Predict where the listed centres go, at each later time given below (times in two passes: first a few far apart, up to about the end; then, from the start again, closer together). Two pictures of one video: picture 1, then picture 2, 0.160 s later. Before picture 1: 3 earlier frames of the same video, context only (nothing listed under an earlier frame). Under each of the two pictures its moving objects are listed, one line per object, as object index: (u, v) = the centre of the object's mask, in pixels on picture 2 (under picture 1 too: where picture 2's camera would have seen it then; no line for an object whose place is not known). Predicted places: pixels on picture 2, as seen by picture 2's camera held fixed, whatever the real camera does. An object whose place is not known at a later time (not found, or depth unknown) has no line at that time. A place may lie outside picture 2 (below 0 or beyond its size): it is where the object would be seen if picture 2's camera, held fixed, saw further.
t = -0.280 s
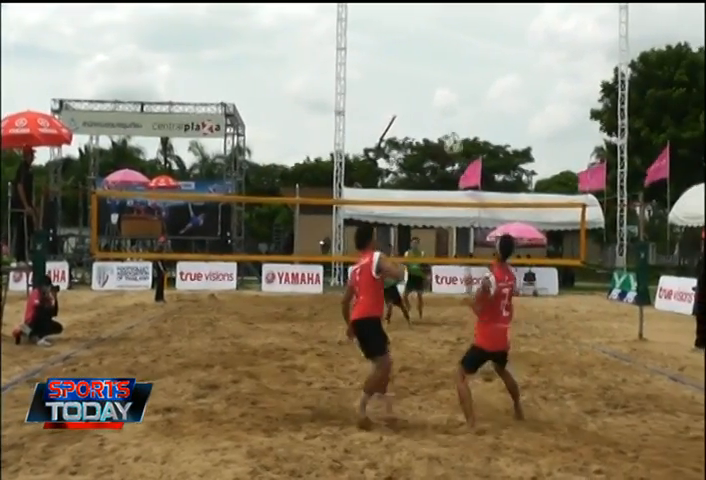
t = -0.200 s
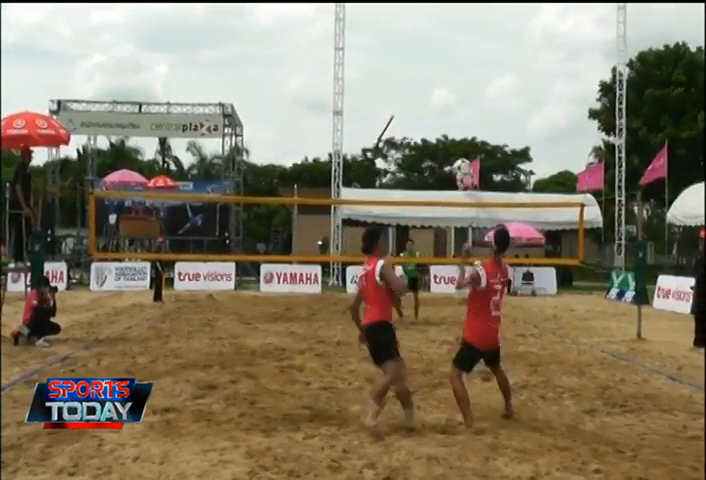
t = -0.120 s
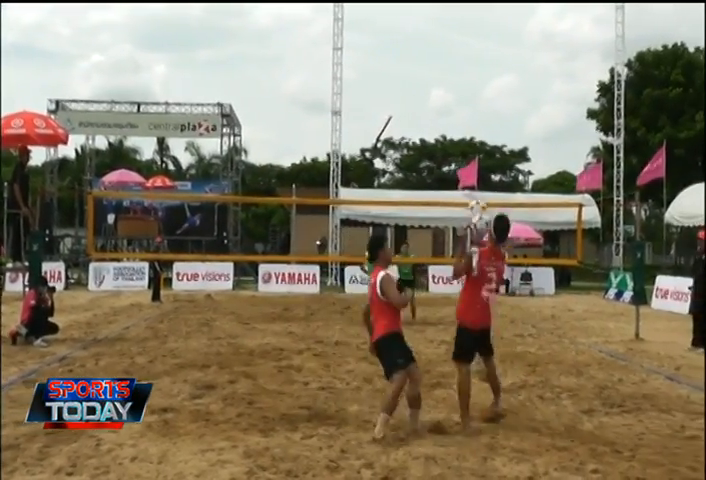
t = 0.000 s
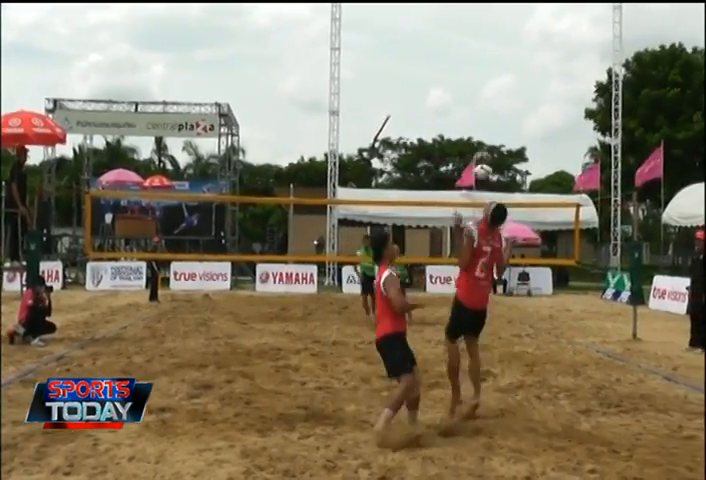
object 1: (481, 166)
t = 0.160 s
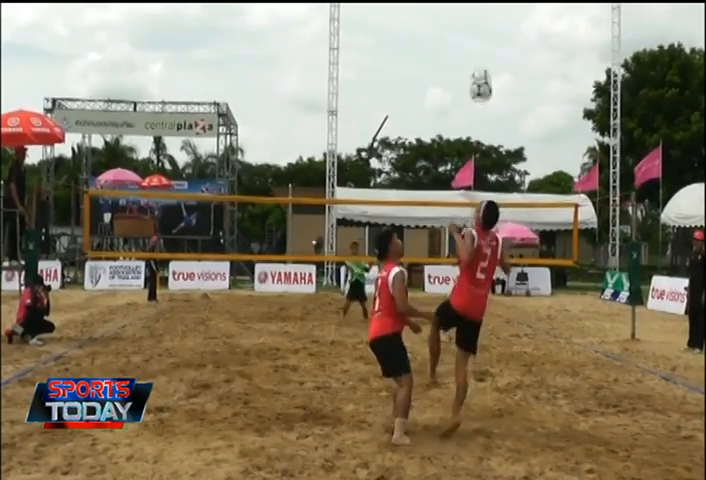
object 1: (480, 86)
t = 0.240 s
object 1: (481, 53)
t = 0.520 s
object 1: (480, 10)
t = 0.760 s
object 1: (480, 39)
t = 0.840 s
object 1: (480, 66)
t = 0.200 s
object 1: (480, 72)
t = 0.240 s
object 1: (481, 53)
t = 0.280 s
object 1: (480, 43)
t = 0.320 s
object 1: (481, 33)
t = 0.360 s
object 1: (480, 22)
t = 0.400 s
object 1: (480, 16)
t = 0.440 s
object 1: (480, 12)
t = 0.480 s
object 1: (480, 10)
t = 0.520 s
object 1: (480, 10)
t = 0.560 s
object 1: (480, 10)
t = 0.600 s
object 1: (480, 11)
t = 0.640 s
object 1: (480, 14)
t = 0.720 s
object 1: (480, 28)
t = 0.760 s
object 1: (480, 39)
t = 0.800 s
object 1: (480, 54)
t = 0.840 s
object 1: (480, 66)
